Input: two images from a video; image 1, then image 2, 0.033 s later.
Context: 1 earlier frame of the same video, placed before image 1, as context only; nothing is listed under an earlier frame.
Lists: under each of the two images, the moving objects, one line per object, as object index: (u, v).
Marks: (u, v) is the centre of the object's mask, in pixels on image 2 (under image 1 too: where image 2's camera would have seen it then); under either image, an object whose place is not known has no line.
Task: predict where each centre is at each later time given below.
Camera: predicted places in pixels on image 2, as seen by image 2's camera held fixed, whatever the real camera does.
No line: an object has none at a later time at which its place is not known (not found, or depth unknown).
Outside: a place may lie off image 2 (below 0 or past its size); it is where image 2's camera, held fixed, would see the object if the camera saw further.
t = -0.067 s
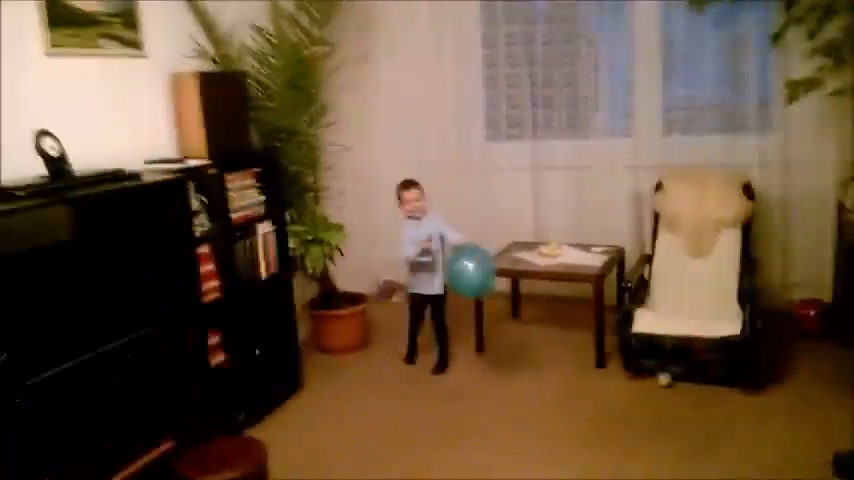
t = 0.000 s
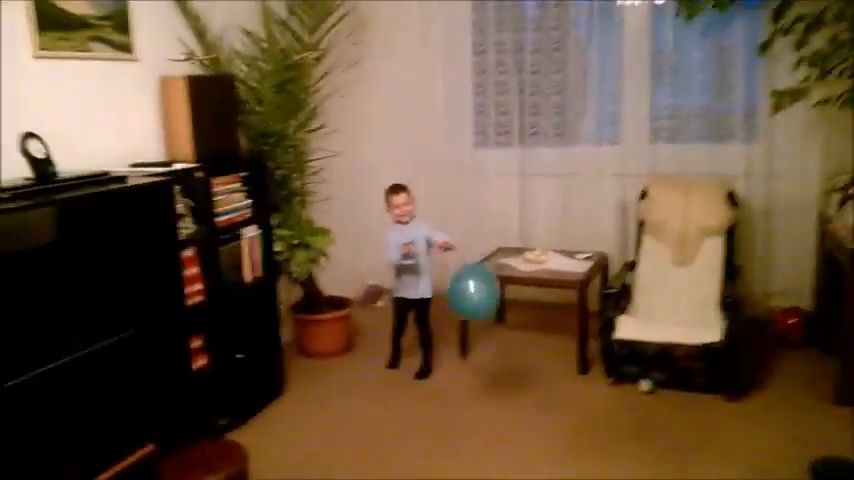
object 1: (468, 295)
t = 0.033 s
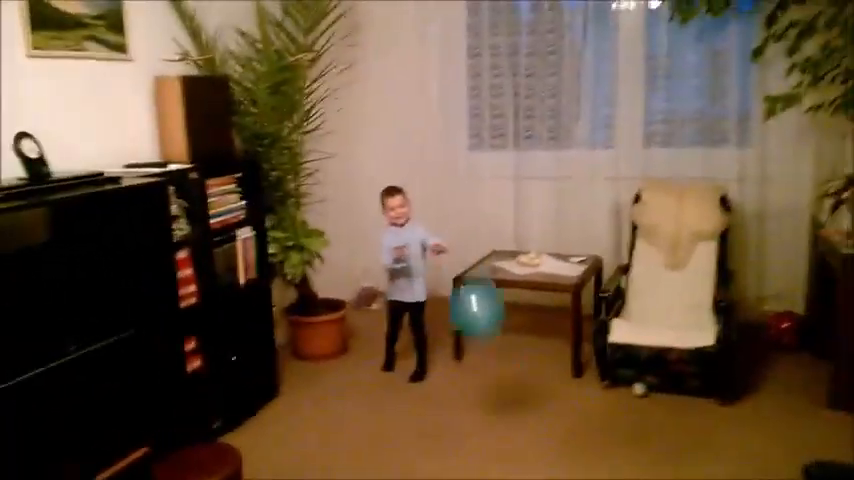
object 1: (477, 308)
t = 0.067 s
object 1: (484, 326)
